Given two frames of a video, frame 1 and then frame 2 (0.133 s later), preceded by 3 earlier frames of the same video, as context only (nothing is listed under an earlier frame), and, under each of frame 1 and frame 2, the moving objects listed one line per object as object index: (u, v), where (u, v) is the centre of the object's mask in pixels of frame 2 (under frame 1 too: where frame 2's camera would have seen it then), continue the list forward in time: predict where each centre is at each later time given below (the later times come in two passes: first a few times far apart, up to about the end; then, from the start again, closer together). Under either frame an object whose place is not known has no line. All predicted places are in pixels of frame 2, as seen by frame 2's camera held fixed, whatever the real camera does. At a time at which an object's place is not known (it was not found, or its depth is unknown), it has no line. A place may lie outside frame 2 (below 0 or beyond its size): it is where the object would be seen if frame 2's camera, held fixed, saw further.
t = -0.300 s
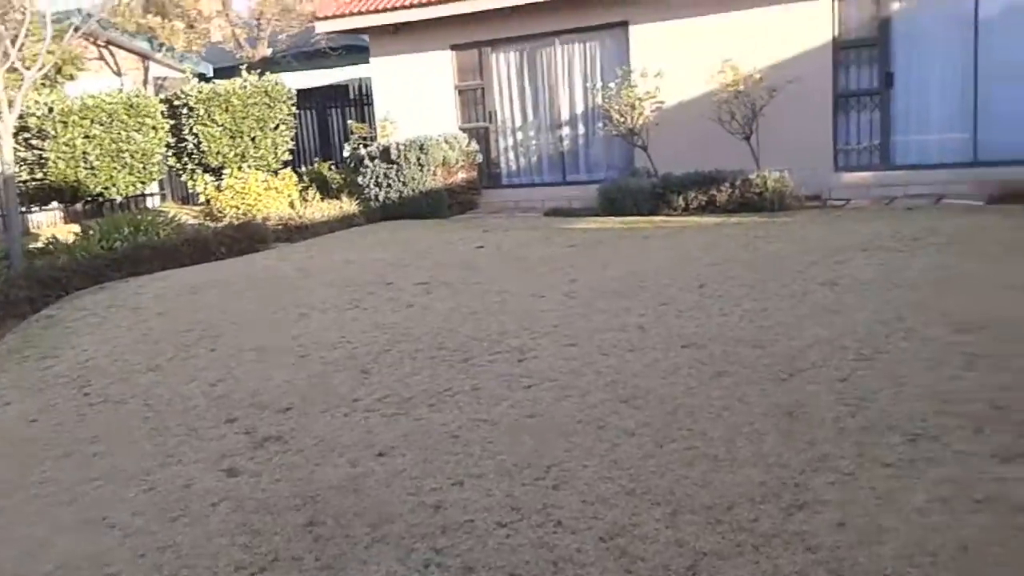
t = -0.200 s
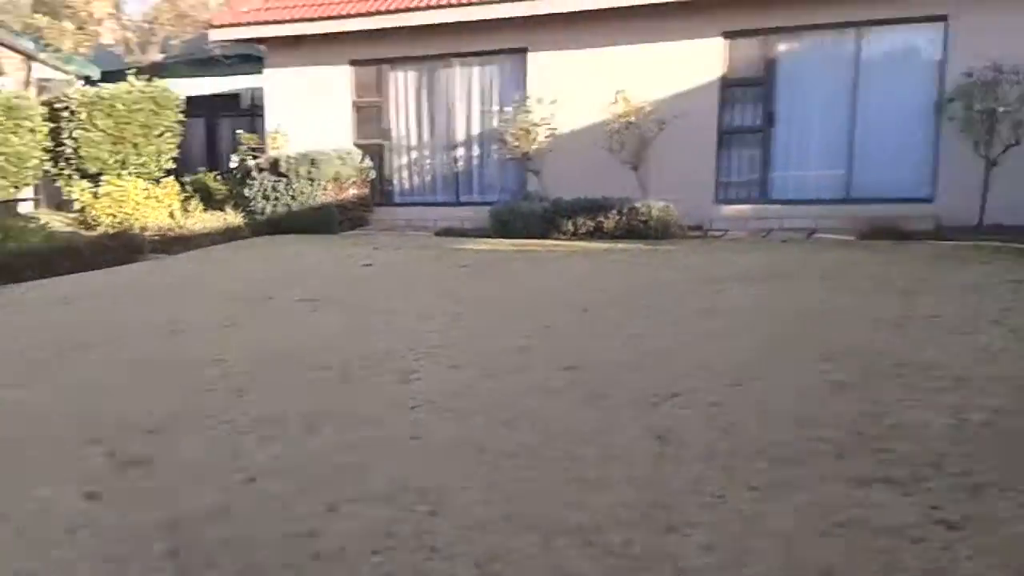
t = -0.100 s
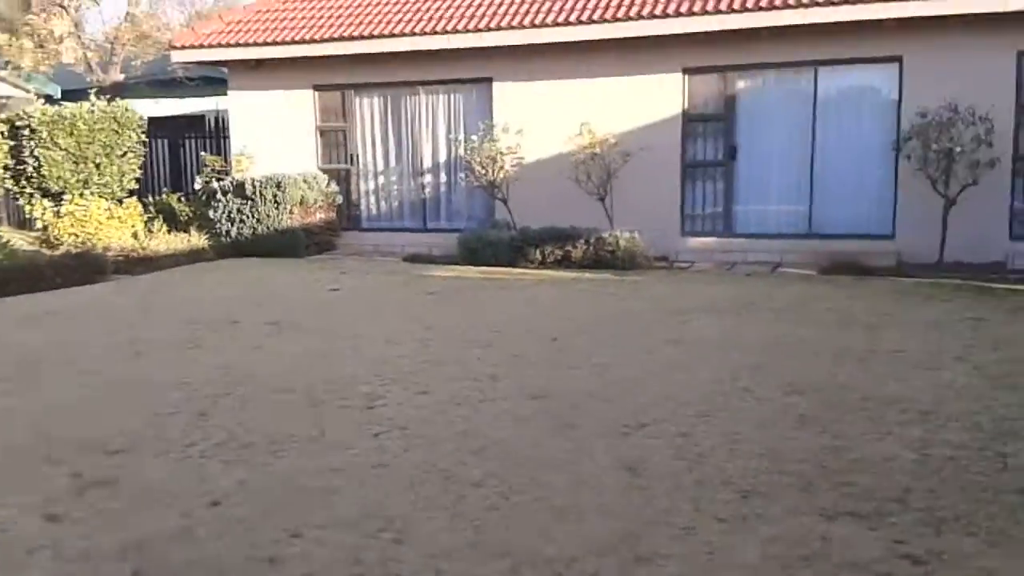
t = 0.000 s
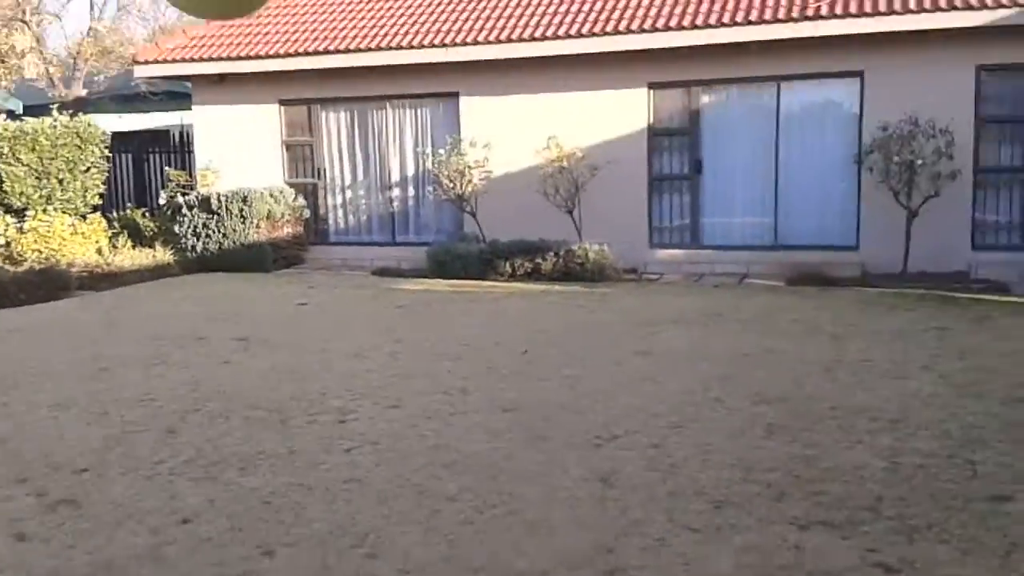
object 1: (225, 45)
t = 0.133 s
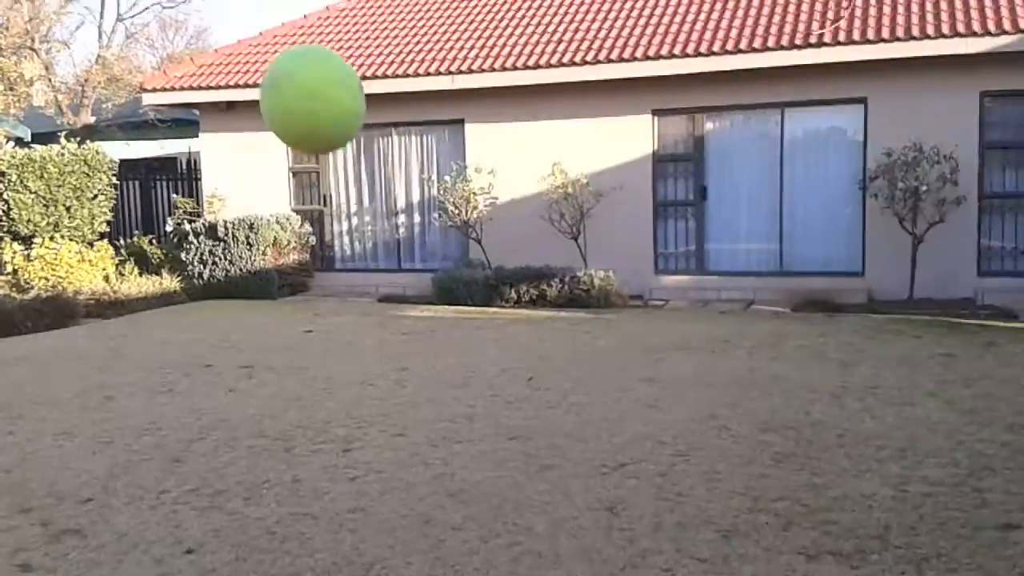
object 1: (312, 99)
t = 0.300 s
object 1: (373, 260)
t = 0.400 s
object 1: (397, 382)
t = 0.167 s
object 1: (327, 132)
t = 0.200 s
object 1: (341, 164)
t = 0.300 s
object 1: (373, 260)
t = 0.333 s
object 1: (380, 289)
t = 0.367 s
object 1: (387, 320)
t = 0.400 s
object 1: (397, 382)
